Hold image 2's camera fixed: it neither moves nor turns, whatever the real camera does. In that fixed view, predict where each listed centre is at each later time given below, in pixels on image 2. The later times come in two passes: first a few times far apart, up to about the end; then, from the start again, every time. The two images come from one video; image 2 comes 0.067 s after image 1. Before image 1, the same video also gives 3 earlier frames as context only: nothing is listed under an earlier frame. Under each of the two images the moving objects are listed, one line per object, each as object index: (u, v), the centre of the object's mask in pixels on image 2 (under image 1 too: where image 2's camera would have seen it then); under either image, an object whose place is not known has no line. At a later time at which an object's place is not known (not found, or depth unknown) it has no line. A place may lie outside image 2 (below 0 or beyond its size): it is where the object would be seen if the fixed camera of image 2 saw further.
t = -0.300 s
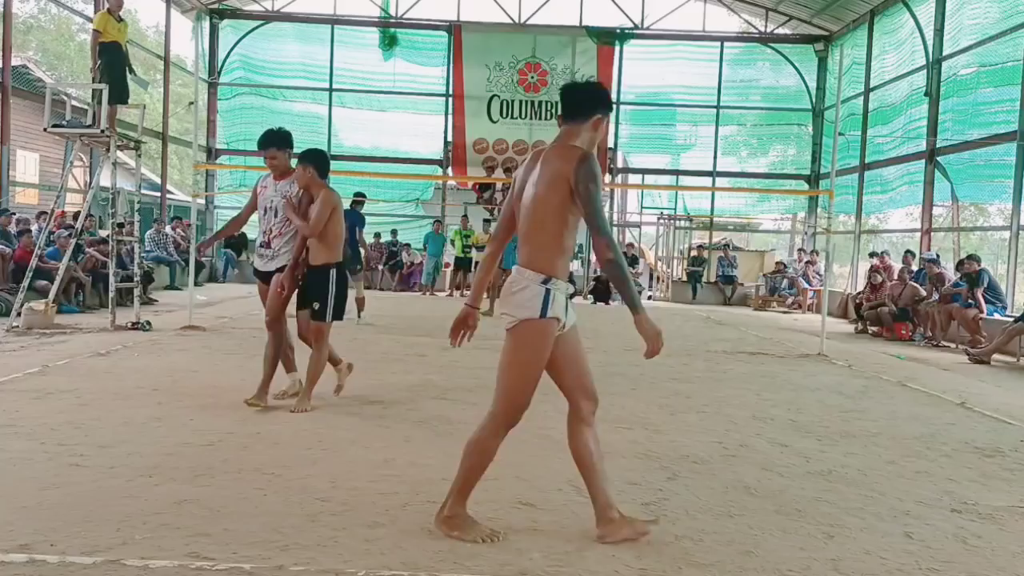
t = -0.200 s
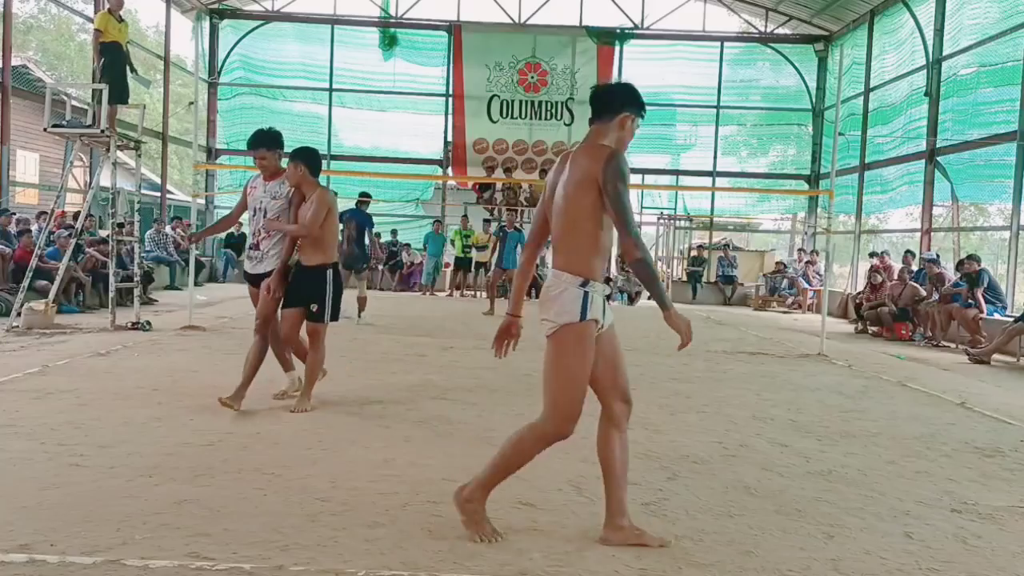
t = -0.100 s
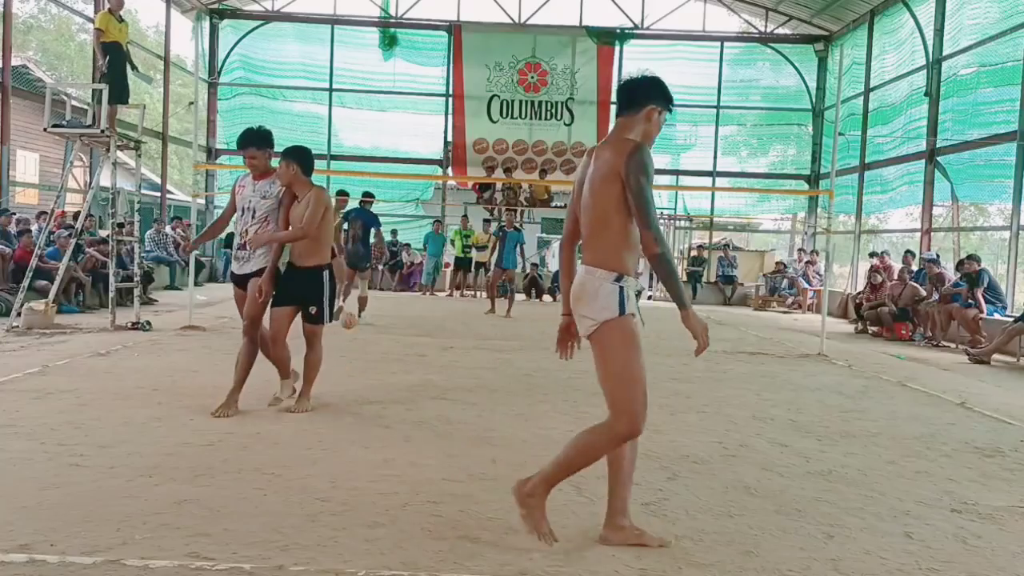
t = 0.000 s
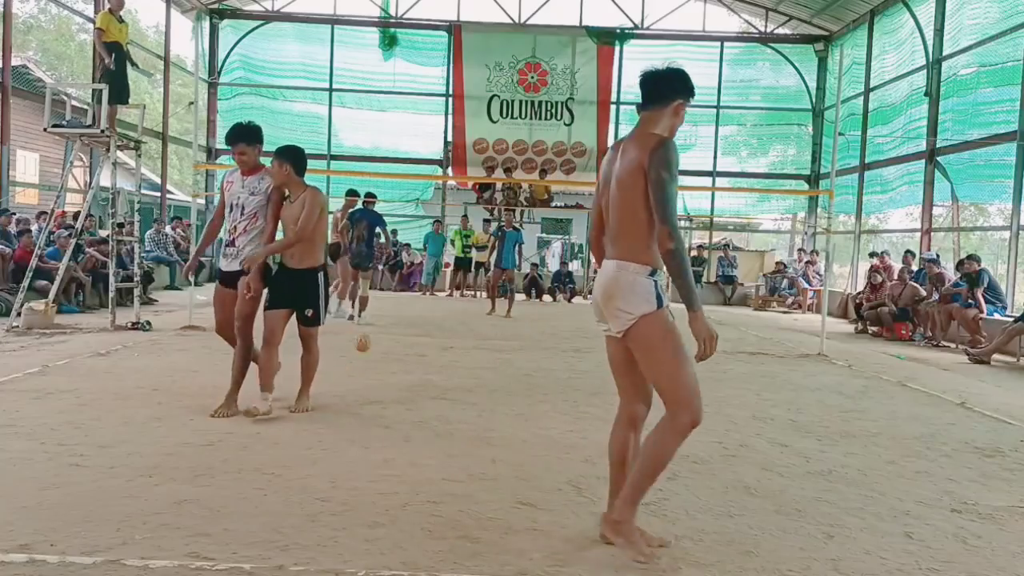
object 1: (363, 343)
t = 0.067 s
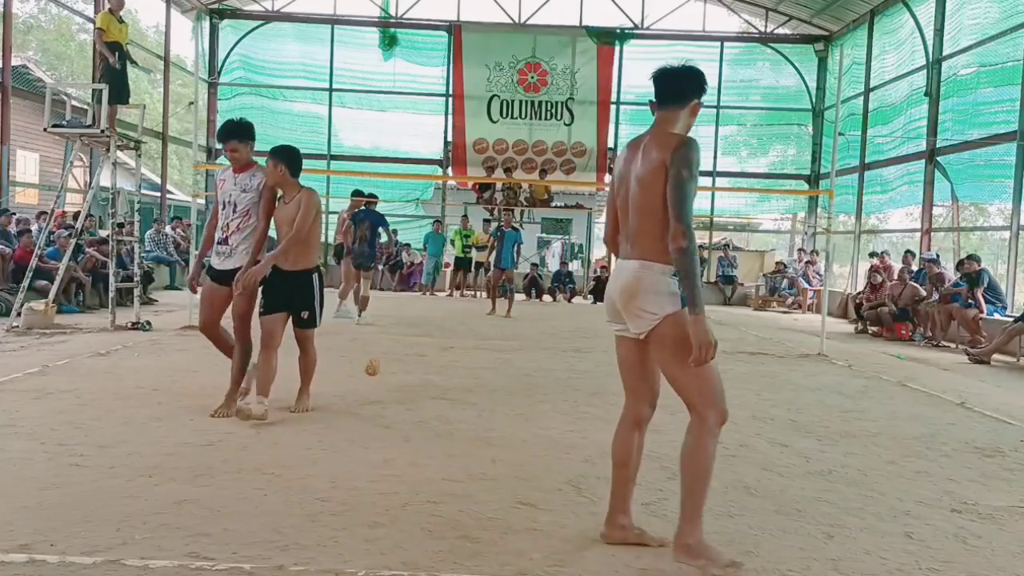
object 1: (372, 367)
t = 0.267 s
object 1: (402, 381)
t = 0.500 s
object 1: (445, 406)
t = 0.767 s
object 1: (508, 453)
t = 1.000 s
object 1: (582, 507)
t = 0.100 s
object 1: (377, 383)
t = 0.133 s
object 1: (382, 380)
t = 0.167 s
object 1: (387, 378)
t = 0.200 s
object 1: (392, 377)
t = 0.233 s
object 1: (397, 378)
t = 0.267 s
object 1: (402, 381)
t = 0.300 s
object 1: (407, 385)
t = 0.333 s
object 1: (413, 392)
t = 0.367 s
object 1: (418, 401)
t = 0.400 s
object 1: (425, 411)
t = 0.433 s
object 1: (431, 407)
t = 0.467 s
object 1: (437, 406)
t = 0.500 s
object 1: (445, 406)
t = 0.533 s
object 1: (452, 410)
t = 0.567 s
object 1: (458, 415)
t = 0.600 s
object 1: (466, 422)
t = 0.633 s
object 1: (475, 432)
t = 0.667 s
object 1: (482, 444)
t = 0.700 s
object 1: (489, 445)
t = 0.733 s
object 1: (498, 448)
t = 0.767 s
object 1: (508, 453)
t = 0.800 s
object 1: (517, 460)
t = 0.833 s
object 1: (527, 470)
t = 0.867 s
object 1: (537, 478)
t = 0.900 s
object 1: (548, 486)
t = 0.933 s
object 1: (558, 493)
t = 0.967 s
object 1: (570, 498)
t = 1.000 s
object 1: (582, 507)
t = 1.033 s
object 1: (596, 517)
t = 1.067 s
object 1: (609, 523)
